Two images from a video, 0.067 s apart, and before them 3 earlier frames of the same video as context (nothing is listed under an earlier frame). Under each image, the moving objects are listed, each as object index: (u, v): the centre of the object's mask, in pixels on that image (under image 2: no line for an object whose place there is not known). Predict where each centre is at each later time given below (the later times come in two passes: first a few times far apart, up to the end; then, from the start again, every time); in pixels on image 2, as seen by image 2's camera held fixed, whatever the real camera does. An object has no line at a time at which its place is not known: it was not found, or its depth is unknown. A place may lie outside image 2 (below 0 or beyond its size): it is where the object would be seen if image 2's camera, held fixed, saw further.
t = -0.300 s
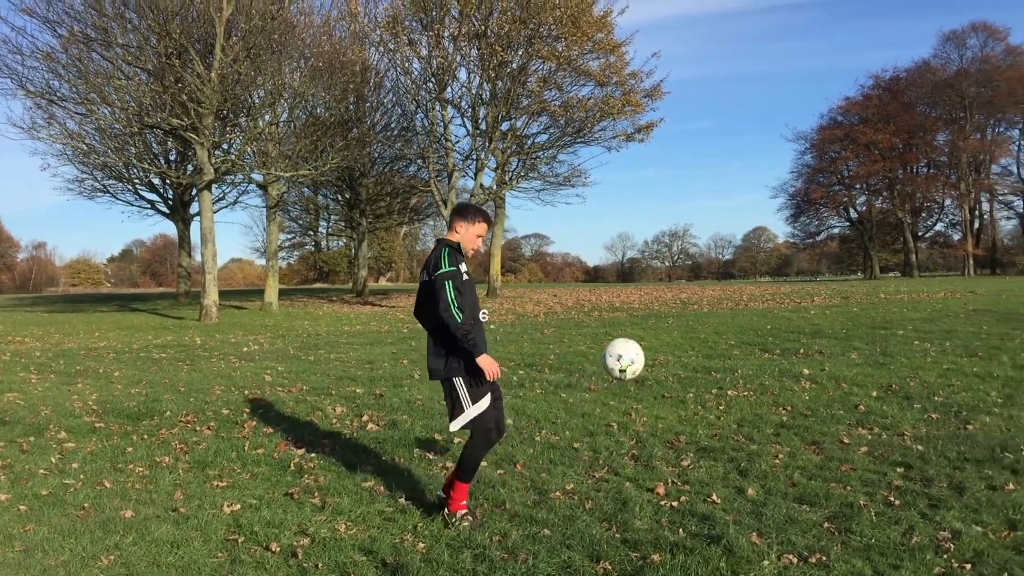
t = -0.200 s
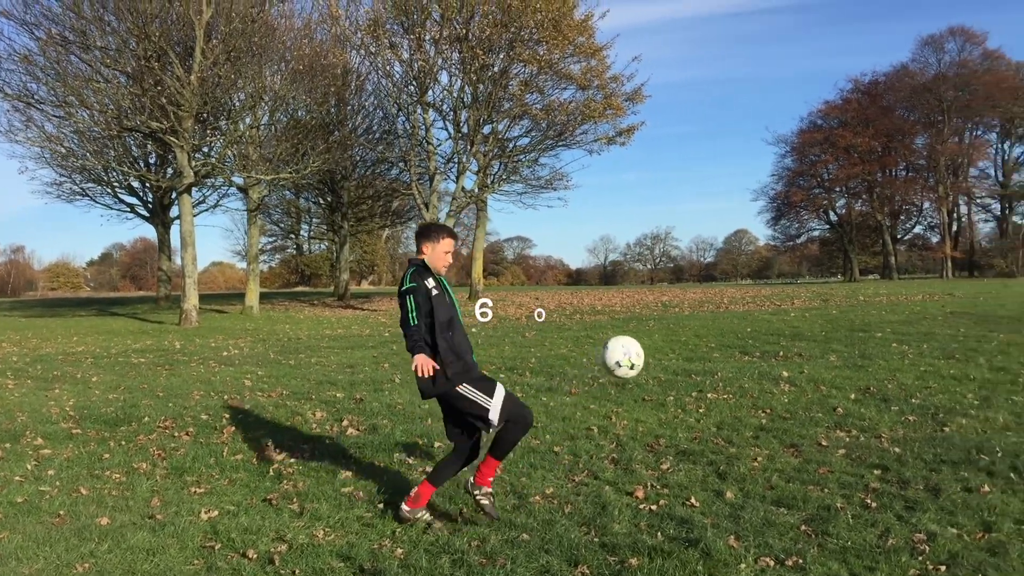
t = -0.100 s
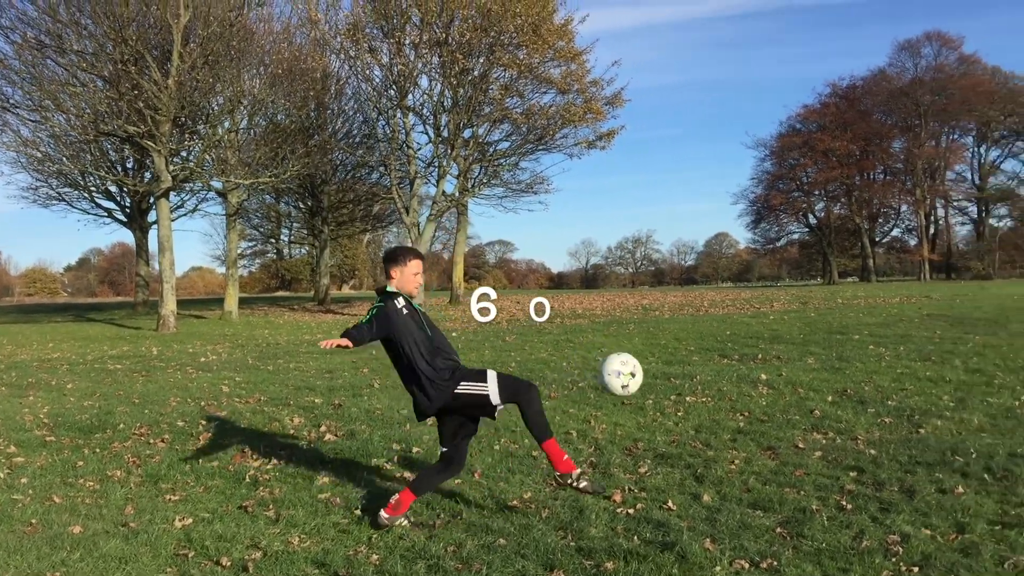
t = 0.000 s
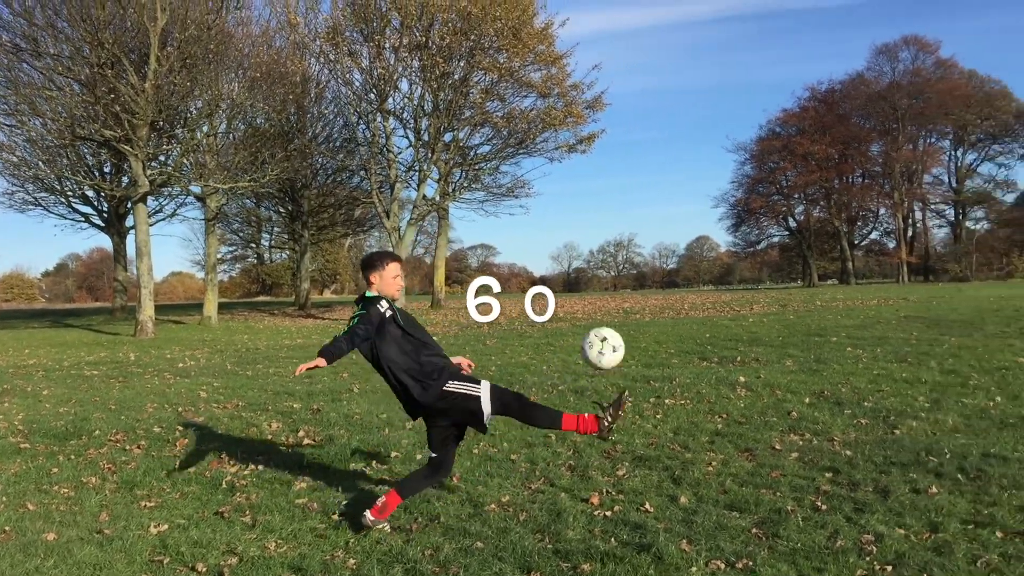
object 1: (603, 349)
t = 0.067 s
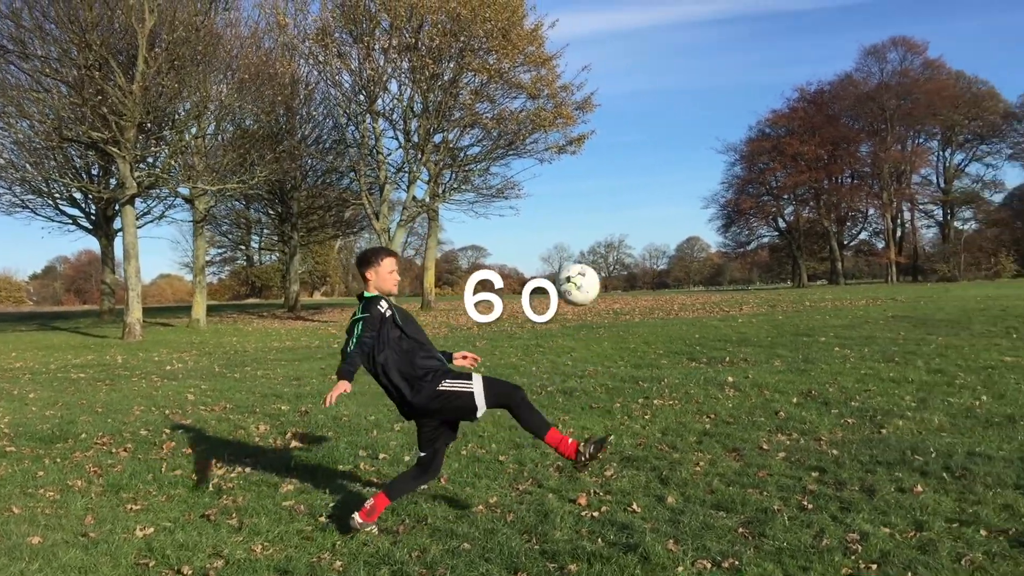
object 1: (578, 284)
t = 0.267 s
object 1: (540, 141)
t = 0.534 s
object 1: (511, 71)
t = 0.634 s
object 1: (502, 76)
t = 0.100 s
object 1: (570, 255)
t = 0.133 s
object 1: (563, 228)
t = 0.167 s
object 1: (556, 203)
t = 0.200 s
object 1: (549, 180)
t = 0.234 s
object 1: (544, 160)
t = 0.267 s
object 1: (540, 141)
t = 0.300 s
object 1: (533, 125)
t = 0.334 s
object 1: (530, 111)
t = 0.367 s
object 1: (526, 99)
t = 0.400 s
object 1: (522, 90)
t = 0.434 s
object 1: (519, 83)
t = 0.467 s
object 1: (515, 77)
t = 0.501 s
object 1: (512, 73)
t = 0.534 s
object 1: (511, 71)
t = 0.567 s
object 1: (508, 71)
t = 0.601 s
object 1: (504, 72)
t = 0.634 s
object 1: (502, 76)
